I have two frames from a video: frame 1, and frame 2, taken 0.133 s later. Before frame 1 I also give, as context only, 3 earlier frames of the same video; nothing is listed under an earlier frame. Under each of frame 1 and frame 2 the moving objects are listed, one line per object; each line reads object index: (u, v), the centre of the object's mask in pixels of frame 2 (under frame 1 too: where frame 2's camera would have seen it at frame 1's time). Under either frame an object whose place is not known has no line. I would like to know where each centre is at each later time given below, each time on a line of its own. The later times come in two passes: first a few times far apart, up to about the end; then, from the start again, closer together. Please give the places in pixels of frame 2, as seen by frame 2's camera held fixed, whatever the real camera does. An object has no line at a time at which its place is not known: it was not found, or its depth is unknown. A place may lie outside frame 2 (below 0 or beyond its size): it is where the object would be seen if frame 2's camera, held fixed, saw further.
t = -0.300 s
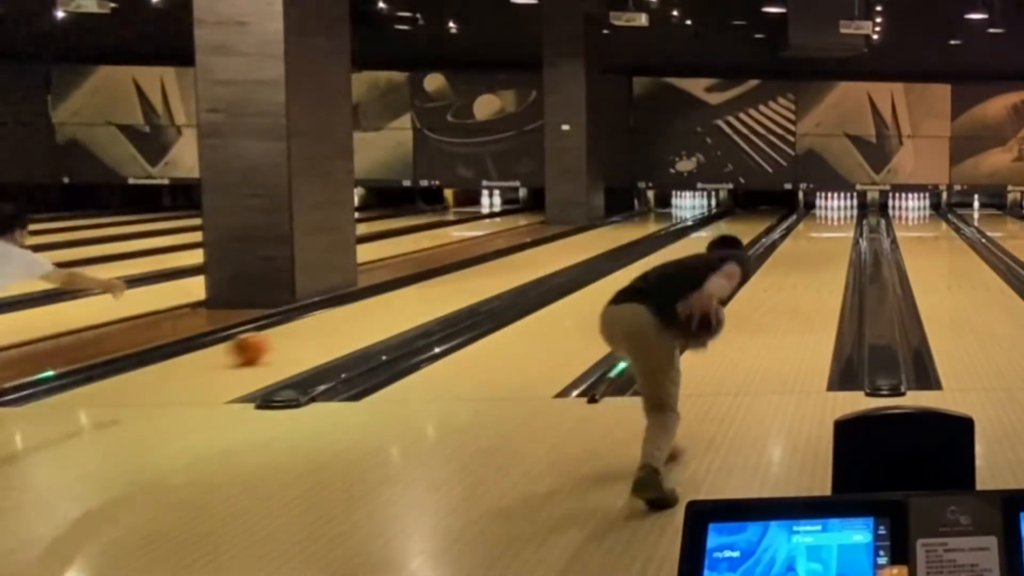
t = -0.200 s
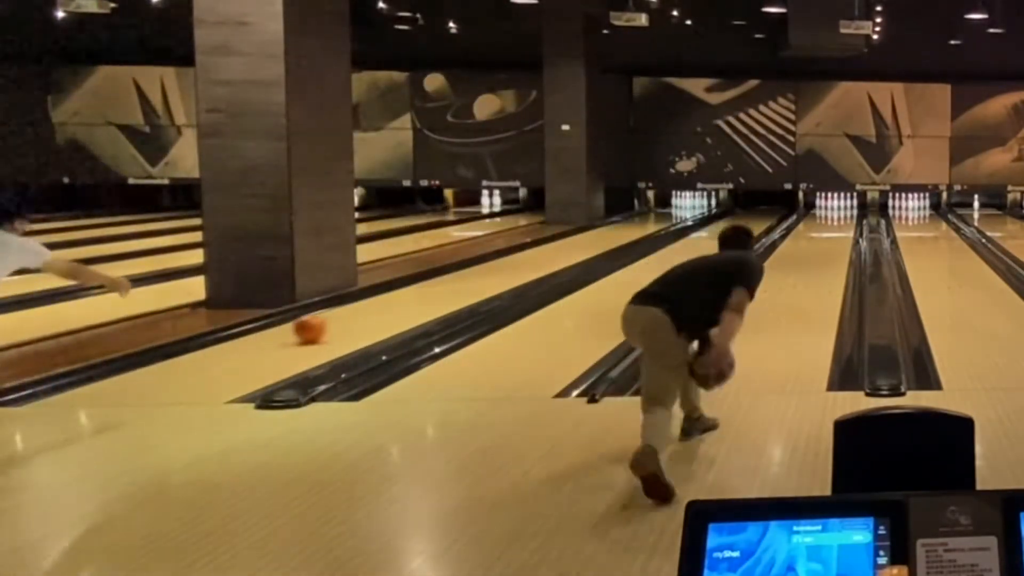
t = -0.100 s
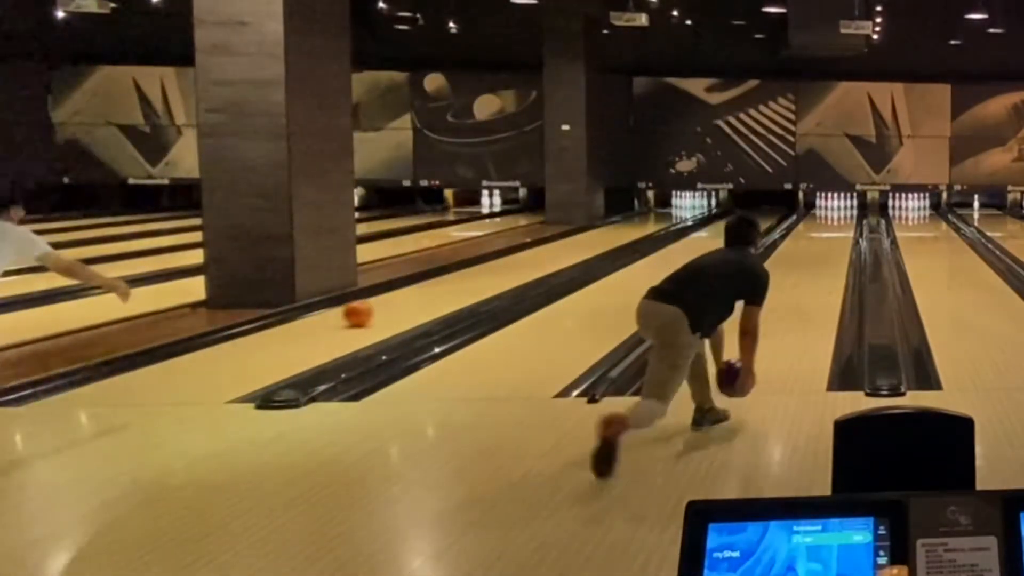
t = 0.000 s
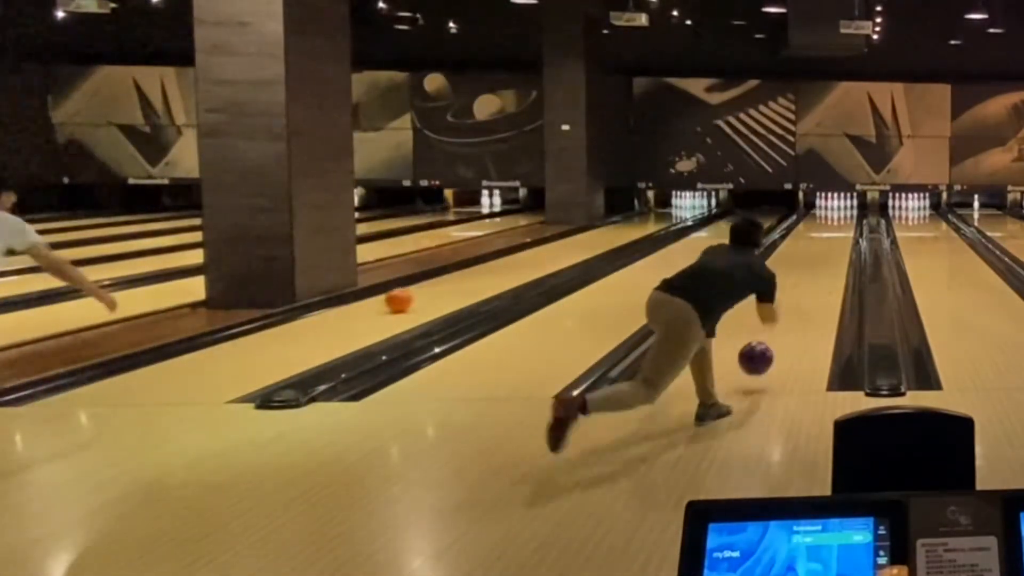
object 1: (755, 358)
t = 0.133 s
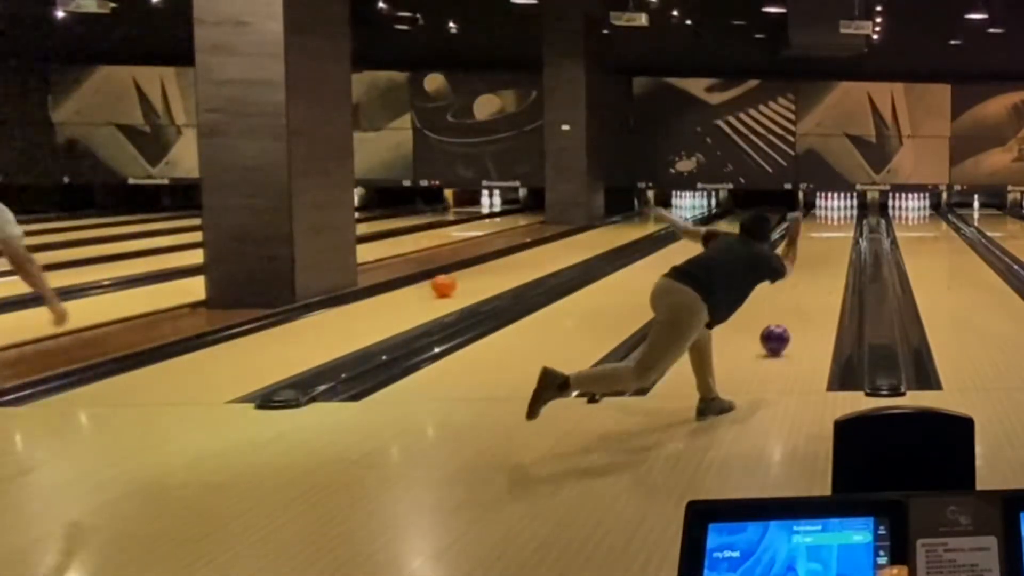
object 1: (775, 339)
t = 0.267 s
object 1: (789, 317)
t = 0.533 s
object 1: (810, 286)
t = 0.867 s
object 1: (824, 257)
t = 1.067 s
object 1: (830, 246)
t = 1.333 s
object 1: (835, 234)
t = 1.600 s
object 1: (840, 225)
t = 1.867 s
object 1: (842, 218)
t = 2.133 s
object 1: (843, 214)
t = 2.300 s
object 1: (842, 210)
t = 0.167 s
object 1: (779, 333)
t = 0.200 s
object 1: (782, 327)
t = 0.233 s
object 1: (786, 322)
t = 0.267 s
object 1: (789, 317)
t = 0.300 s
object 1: (792, 312)
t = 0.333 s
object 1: (795, 307)
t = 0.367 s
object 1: (798, 303)
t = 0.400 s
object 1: (800, 299)
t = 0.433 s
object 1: (802, 295)
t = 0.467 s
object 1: (805, 291)
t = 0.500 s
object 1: (807, 289)
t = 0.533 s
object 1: (810, 286)
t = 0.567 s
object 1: (814, 281)
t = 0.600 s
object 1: (813, 277)
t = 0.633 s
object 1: (814, 275)
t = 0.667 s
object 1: (816, 272)
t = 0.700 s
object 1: (817, 269)
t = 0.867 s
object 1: (824, 257)
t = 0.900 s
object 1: (825, 255)
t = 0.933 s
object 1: (826, 253)
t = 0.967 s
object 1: (827, 251)
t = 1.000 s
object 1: (828, 250)
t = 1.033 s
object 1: (829, 248)
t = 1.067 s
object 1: (830, 246)
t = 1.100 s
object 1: (831, 244)
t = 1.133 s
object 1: (832, 243)
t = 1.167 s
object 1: (832, 241)
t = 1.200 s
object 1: (833, 240)
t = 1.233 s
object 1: (834, 238)
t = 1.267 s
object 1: (834, 237)
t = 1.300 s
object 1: (835, 235)
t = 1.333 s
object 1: (835, 234)
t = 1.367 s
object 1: (836, 232)
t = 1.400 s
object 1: (837, 231)
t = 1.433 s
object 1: (837, 230)
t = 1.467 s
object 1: (838, 229)
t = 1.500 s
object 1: (838, 228)
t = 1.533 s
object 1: (839, 227)
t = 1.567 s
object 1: (839, 226)
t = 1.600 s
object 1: (840, 225)
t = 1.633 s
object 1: (840, 223)
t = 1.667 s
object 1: (841, 222)
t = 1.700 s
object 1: (841, 222)
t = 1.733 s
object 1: (841, 221)
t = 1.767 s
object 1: (841, 219)
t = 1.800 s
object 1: (841, 219)
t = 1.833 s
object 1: (842, 218)
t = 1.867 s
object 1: (842, 218)
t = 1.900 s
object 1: (842, 217)
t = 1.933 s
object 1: (842, 217)
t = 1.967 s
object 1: (842, 215)
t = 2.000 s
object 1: (842, 215)
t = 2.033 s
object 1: (843, 215)
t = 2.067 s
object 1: (843, 214)
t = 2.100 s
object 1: (842, 213)
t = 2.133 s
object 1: (843, 214)
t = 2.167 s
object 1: (843, 213)
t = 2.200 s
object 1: (842, 210)
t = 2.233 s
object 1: (842, 209)
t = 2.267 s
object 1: (842, 210)
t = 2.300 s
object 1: (842, 210)
